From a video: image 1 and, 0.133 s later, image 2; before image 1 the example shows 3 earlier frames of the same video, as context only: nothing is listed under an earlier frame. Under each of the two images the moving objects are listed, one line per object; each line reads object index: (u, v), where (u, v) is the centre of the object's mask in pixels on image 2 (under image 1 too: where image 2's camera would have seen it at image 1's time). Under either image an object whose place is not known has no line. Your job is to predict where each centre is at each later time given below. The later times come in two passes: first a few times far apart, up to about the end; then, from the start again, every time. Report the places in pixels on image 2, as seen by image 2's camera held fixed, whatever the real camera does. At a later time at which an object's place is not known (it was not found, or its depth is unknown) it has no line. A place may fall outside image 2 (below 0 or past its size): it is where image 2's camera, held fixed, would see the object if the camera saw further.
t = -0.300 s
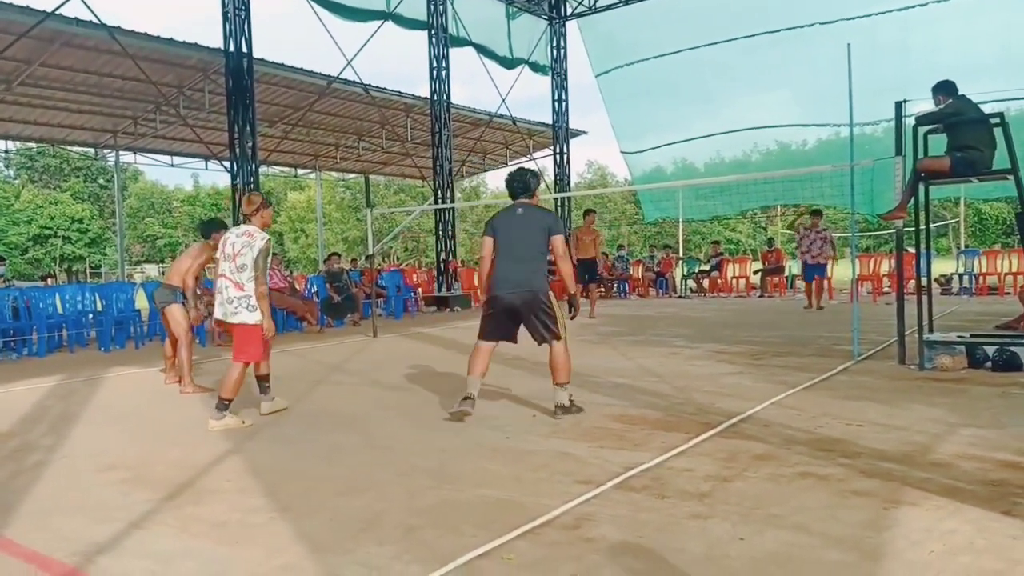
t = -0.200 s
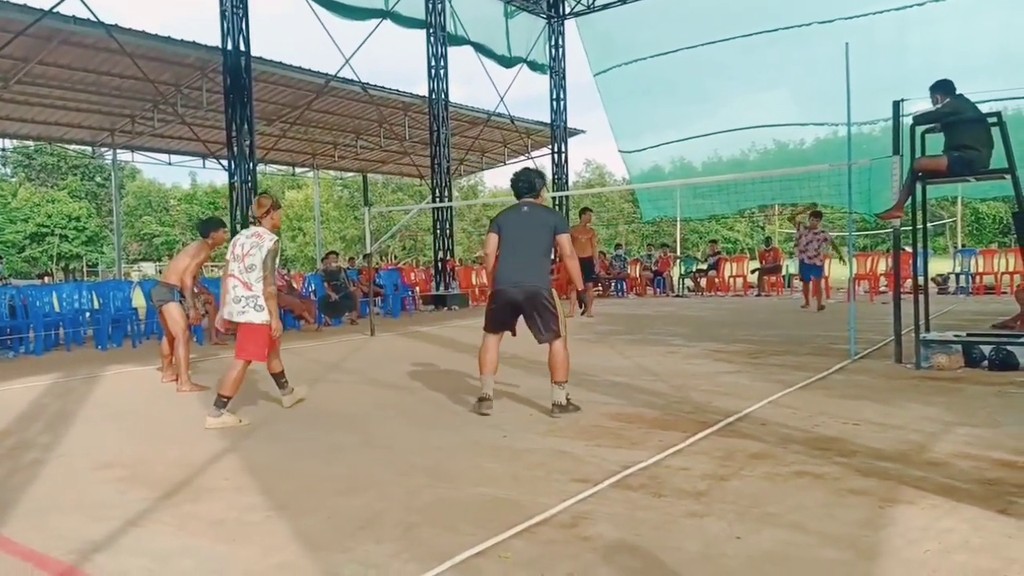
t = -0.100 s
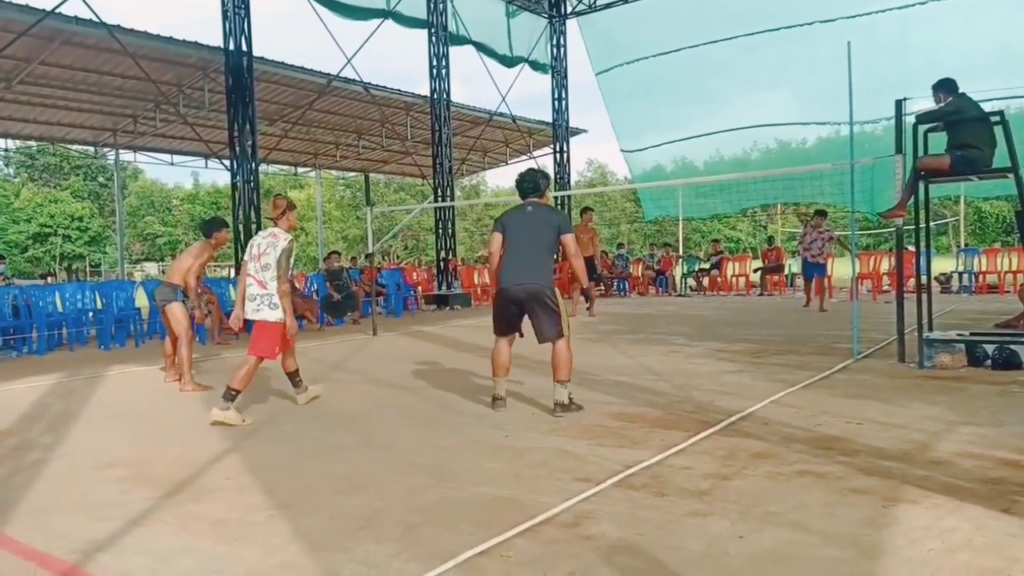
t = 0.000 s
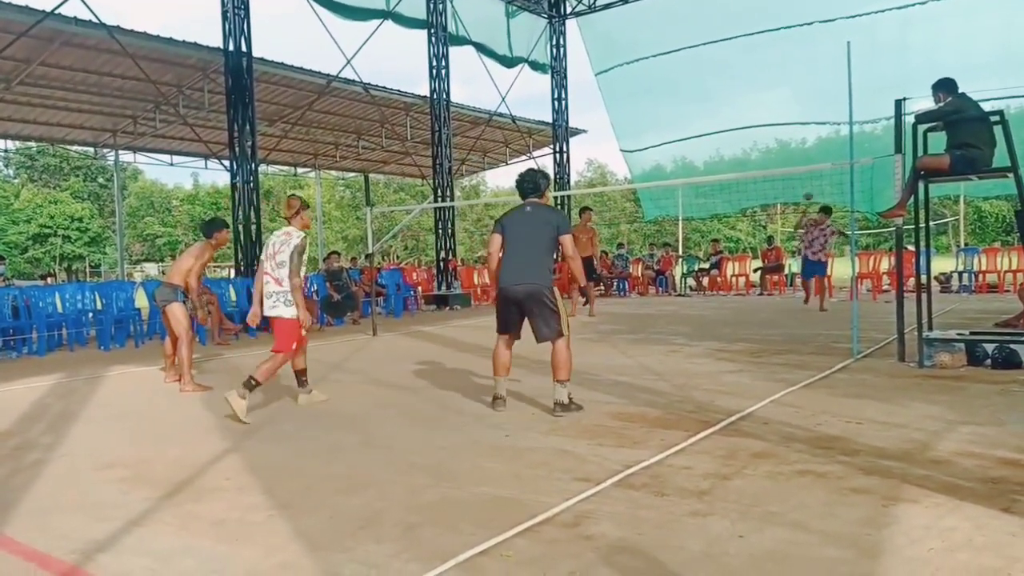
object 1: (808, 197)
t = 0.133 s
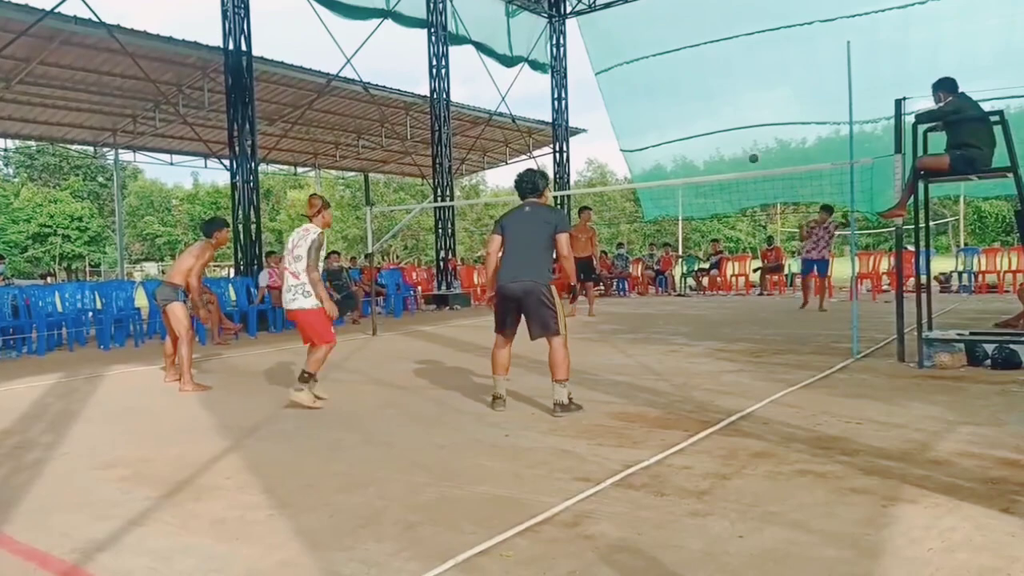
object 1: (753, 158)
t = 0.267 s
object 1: (707, 140)
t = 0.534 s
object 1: (601, 145)
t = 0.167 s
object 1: (742, 152)
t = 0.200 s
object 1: (730, 148)
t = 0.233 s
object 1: (718, 144)
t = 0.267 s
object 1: (707, 140)
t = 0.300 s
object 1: (694, 137)
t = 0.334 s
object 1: (682, 135)
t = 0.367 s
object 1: (669, 135)
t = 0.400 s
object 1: (656, 135)
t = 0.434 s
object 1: (643, 136)
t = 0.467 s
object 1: (629, 138)
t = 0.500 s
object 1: (615, 141)
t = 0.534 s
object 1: (601, 145)
